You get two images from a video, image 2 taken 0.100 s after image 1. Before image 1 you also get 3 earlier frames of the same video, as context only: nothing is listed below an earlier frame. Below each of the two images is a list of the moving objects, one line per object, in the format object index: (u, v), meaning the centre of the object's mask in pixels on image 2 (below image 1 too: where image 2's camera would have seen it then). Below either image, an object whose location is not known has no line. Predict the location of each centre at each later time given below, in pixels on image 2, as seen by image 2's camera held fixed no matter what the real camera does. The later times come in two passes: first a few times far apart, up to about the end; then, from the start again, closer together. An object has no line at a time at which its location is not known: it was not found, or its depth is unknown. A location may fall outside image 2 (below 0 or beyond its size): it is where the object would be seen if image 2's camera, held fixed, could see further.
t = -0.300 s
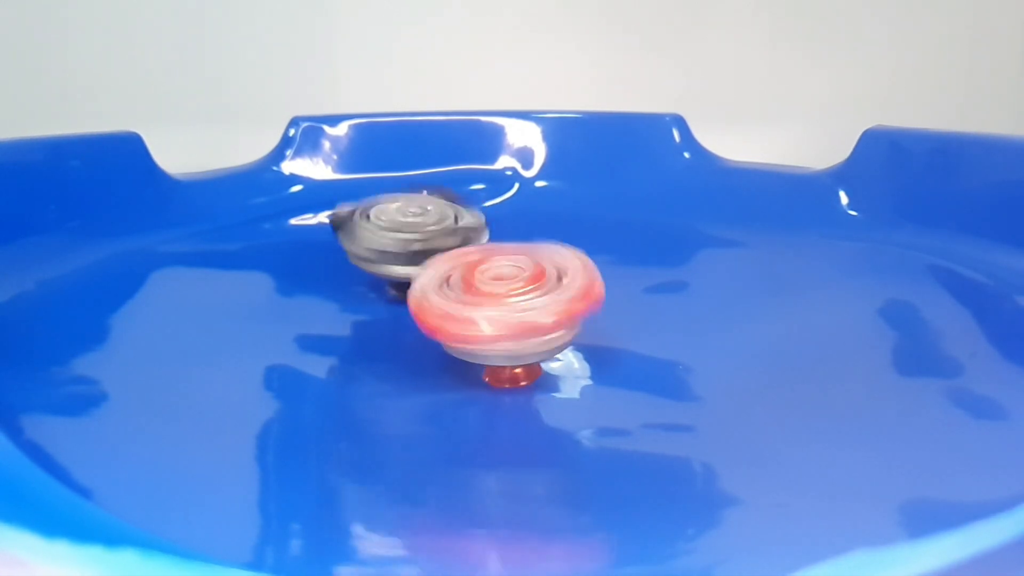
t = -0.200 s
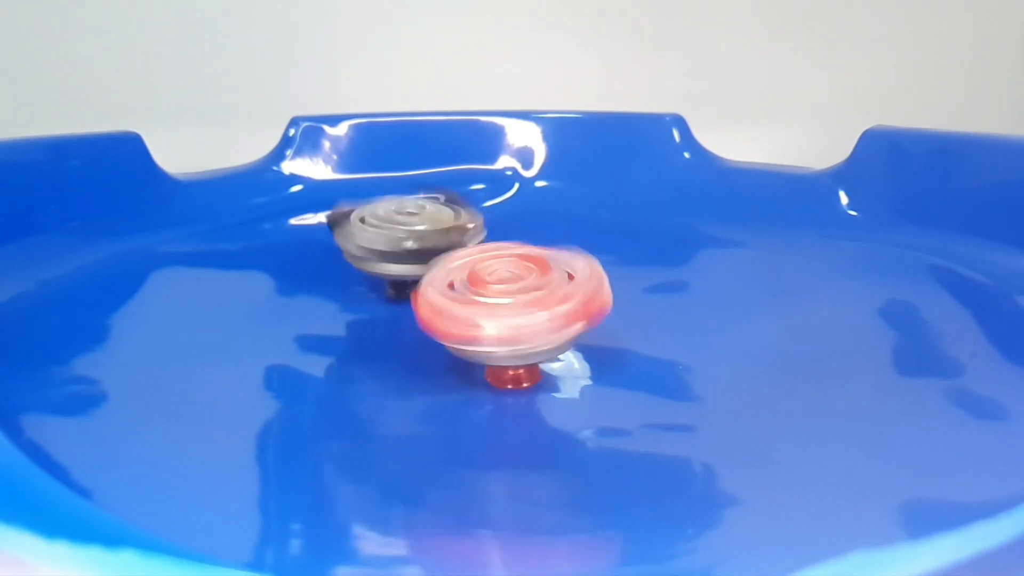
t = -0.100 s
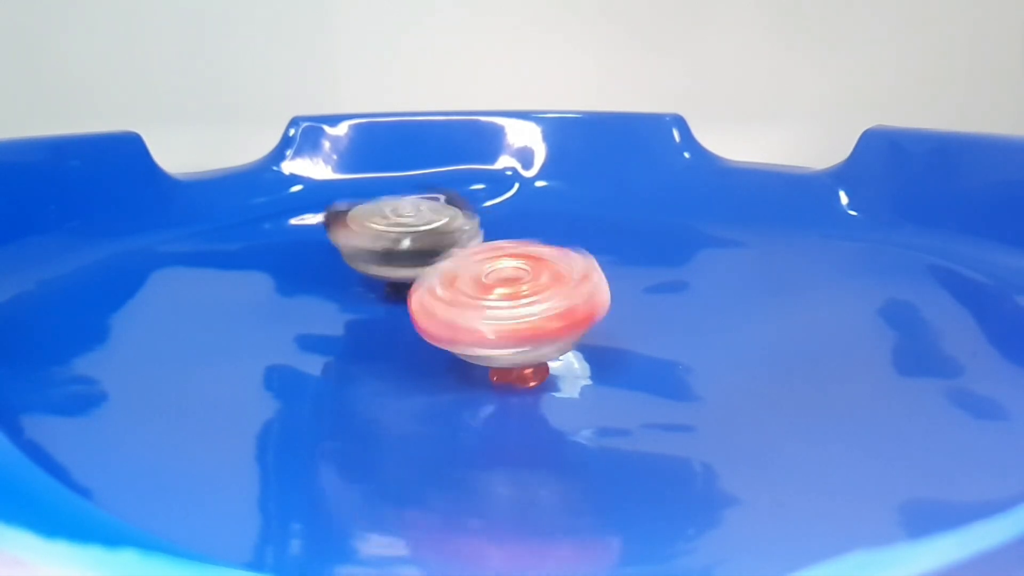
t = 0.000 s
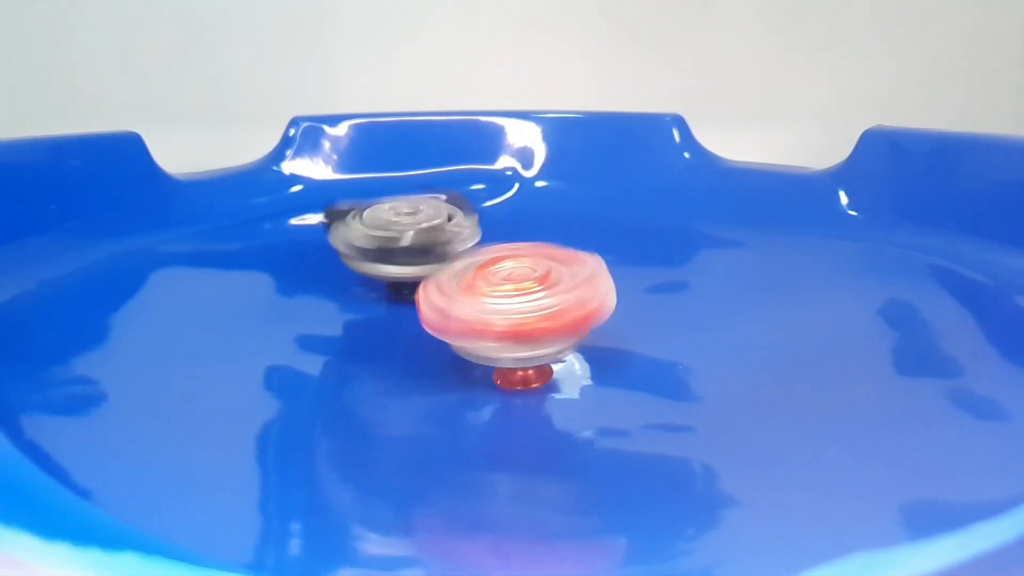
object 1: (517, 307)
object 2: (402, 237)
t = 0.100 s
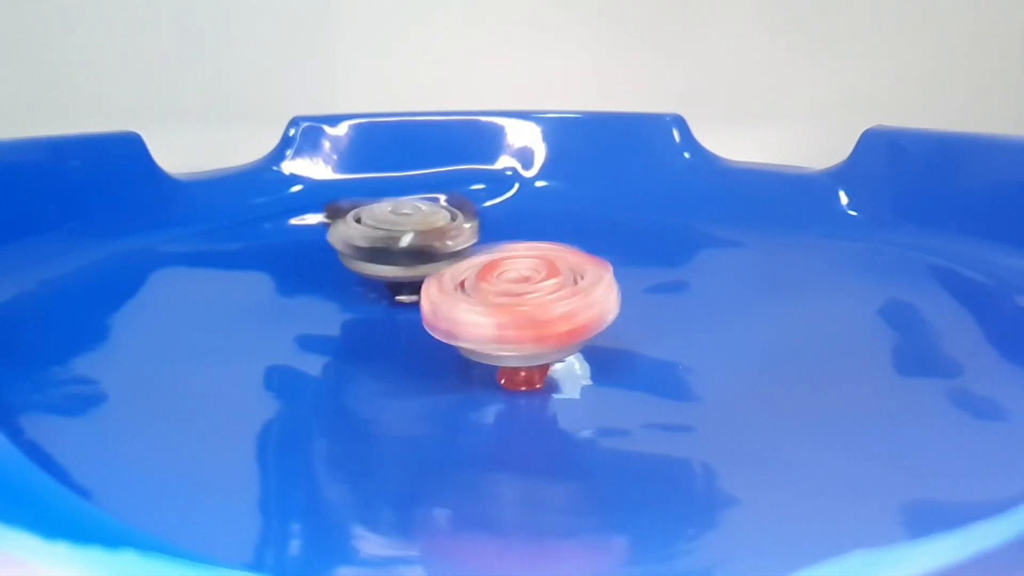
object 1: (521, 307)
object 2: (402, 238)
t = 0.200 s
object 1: (521, 307)
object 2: (401, 238)
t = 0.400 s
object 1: (531, 308)
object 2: (405, 243)
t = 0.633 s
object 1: (539, 307)
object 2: (410, 245)
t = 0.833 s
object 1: (546, 309)
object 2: (410, 249)
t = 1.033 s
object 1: (550, 308)
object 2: (414, 253)
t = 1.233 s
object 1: (554, 309)
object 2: (420, 255)
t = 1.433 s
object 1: (561, 309)
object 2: (425, 258)
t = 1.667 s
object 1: (566, 310)
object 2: (430, 262)
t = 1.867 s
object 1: (567, 310)
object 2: (437, 264)
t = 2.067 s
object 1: (568, 312)
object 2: (444, 264)
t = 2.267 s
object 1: (578, 331)
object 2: (465, 253)
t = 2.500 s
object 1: (588, 358)
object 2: (485, 241)
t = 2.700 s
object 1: (600, 378)
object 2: (493, 231)
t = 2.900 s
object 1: (622, 393)
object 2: (501, 220)
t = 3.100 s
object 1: (644, 412)
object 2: (503, 210)
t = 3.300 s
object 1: (682, 431)
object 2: (504, 204)
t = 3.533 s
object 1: (724, 447)
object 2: (503, 197)
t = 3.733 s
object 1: (774, 426)
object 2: (500, 194)
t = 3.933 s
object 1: (780, 397)
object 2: (498, 190)
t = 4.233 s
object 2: (489, 188)
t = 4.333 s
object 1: (773, 434)
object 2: (488, 186)
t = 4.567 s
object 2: (482, 185)
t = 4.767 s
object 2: (474, 185)
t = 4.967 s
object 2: (469, 187)
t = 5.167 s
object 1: (727, 400)
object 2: (459, 190)
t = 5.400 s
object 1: (704, 386)
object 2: (453, 197)
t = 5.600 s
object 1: (692, 380)
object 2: (451, 199)
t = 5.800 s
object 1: (673, 374)
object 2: (445, 207)
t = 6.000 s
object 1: (659, 364)
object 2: (444, 212)
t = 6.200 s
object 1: (642, 356)
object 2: (436, 223)
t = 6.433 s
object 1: (626, 347)
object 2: (434, 234)
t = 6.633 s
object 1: (603, 340)
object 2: (432, 244)
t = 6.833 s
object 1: (587, 334)
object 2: (438, 256)
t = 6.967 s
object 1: (568, 329)
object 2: (439, 262)
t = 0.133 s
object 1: (521, 307)
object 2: (403, 238)
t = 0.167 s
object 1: (520, 307)
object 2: (402, 239)
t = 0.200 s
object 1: (521, 307)
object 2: (401, 238)
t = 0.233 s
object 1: (524, 307)
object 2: (404, 240)
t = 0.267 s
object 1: (527, 308)
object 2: (404, 241)
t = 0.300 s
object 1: (529, 307)
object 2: (404, 241)
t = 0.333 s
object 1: (531, 307)
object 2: (407, 242)
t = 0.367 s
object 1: (531, 307)
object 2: (406, 242)
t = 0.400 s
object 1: (531, 308)
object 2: (405, 243)
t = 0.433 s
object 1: (530, 308)
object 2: (407, 242)
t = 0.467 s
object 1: (530, 307)
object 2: (406, 242)
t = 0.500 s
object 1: (534, 307)
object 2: (405, 242)
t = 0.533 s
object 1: (536, 308)
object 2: (409, 243)
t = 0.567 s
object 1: (538, 308)
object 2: (407, 243)
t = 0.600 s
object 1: (540, 308)
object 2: (408, 244)
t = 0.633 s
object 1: (539, 307)
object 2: (410, 245)
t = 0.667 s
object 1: (539, 307)
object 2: (406, 247)
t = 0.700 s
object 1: (538, 308)
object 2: (408, 247)
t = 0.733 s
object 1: (539, 308)
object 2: (409, 248)
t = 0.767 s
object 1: (541, 307)
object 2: (407, 247)
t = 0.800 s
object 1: (544, 308)
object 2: (409, 248)
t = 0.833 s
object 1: (546, 309)
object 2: (410, 249)
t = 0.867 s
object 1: (548, 308)
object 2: (410, 248)
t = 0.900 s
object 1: (548, 308)
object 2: (414, 251)
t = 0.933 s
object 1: (548, 309)
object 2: (412, 252)
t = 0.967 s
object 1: (547, 309)
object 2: (410, 250)
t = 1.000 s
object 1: (546, 309)
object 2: (415, 252)
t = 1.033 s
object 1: (550, 308)
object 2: (414, 253)
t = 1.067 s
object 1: (552, 308)
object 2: (414, 251)
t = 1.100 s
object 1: (553, 309)
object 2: (417, 252)
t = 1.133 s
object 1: (555, 309)
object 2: (418, 254)
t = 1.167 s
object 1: (555, 308)
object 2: (419, 254)
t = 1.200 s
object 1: (555, 309)
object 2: (422, 255)
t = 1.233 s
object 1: (554, 309)
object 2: (420, 255)
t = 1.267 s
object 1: (553, 310)
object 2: (420, 254)
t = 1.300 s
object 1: (556, 308)
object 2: (423, 255)
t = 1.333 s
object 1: (558, 309)
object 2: (422, 256)
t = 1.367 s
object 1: (559, 310)
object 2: (423, 256)
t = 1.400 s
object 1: (561, 309)
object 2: (425, 257)
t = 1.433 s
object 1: (561, 309)
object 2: (425, 258)
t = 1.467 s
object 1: (560, 309)
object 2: (426, 258)
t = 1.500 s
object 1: (559, 310)
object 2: (427, 260)
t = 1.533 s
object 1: (559, 310)
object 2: (426, 259)
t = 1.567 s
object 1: (560, 309)
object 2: (427, 260)
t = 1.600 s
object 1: (563, 309)
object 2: (429, 261)
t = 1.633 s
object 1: (564, 310)
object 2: (429, 262)
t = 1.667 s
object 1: (566, 310)
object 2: (430, 262)
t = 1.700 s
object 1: (566, 310)
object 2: (432, 263)
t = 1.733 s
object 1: (565, 310)
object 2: (432, 264)
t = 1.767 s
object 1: (565, 310)
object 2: (435, 263)
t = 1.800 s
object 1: (563, 311)
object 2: (435, 263)
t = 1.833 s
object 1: (564, 310)
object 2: (434, 264)
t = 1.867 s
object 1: (567, 310)
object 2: (437, 264)
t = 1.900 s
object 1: (567, 310)
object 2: (438, 265)
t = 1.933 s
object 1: (569, 311)
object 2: (438, 266)
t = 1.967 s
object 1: (570, 311)
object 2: (440, 266)
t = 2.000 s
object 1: (569, 311)
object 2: (440, 266)
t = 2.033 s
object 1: (568, 311)
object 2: (441, 266)
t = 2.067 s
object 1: (568, 312)
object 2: (444, 264)
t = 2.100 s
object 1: (567, 312)
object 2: (445, 264)
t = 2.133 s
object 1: (569, 314)
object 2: (449, 264)
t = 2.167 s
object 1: (570, 317)
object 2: (450, 262)
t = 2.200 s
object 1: (573, 323)
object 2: (458, 259)
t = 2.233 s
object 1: (576, 326)
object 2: (464, 257)
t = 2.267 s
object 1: (578, 331)
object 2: (465, 253)
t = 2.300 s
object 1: (580, 334)
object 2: (466, 252)
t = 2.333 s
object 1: (579, 336)
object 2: (472, 250)
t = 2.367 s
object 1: (579, 338)
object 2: (475, 250)
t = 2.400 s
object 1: (579, 343)
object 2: (476, 249)
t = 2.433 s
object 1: (581, 349)
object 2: (478, 247)
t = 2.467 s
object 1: (584, 355)
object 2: (483, 244)
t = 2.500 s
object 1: (588, 358)
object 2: (485, 241)
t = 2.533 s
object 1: (591, 359)
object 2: (486, 238)
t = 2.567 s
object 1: (592, 363)
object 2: (486, 237)
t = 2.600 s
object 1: (596, 364)
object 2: (491, 237)
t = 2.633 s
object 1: (597, 368)
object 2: (493, 237)
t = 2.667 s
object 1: (599, 373)
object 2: (492, 234)
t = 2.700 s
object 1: (600, 378)
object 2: (493, 231)
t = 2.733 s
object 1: (602, 380)
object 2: (496, 229)
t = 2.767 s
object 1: (603, 383)
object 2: (496, 225)
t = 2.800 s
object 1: (606, 385)
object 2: (497, 223)
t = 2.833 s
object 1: (611, 388)
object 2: (500, 222)
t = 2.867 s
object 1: (615, 390)
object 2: (501, 221)
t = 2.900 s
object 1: (622, 393)
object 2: (501, 220)
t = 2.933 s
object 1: (627, 399)
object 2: (501, 217)
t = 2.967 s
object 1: (634, 399)
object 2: (504, 215)
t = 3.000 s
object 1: (635, 400)
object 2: (503, 215)
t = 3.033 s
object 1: (637, 403)
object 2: (503, 212)
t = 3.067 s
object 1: (640, 407)
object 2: (501, 210)
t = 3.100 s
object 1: (644, 412)
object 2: (503, 210)
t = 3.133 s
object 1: (649, 416)
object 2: (504, 210)
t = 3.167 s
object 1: (654, 421)
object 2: (503, 209)
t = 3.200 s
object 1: (663, 422)
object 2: (504, 208)
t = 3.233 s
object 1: (667, 423)
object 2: (505, 207)
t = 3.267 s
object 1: (674, 426)
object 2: (505, 204)
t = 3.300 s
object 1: (682, 431)
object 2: (504, 204)
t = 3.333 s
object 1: (691, 434)
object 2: (503, 202)
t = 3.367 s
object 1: (697, 438)
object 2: (505, 201)
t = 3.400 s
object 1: (704, 442)
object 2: (505, 201)
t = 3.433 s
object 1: (708, 442)
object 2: (503, 201)
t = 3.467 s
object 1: (711, 444)
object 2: (502, 200)
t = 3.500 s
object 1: (717, 446)
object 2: (503, 198)
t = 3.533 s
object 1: (724, 447)
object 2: (503, 197)
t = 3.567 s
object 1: (736, 444)
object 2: (502, 196)
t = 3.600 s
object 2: (502, 195)
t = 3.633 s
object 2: (503, 194)
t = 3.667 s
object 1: (765, 437)
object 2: (502, 195)
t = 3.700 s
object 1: (773, 430)
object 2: (500, 194)
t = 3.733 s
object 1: (774, 426)
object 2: (500, 194)
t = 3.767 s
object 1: (776, 422)
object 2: (502, 192)
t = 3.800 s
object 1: (778, 417)
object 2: (502, 192)
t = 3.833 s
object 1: (777, 414)
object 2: (498, 192)
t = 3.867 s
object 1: (778, 412)
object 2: (498, 191)
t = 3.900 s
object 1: (778, 405)
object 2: (499, 190)
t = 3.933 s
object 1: (780, 397)
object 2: (498, 190)
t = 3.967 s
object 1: (780, 394)
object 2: (497, 189)
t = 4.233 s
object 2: (489, 188)
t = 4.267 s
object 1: (769, 421)
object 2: (489, 188)
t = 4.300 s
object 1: (771, 430)
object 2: (489, 187)
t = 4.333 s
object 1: (773, 434)
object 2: (488, 186)
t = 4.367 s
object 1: (773, 435)
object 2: (487, 186)
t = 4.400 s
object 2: (487, 186)
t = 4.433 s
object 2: (486, 186)
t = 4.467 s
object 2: (485, 186)
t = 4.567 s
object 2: (482, 185)
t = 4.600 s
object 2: (480, 185)
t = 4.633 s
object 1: (755, 425)
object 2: (478, 185)
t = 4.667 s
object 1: (753, 419)
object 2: (478, 185)
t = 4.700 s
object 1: (753, 414)
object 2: (476, 187)
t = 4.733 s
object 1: (752, 411)
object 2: (476, 186)
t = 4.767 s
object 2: (474, 185)
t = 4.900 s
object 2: (470, 186)
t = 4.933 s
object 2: (471, 186)
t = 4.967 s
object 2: (469, 187)
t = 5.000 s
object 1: (732, 401)
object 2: (466, 188)
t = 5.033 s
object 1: (730, 403)
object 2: (464, 188)
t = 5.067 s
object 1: (728, 405)
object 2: (464, 188)
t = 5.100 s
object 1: (729, 403)
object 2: (462, 189)
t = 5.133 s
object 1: (727, 402)
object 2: (461, 190)
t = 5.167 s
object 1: (727, 400)
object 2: (459, 190)
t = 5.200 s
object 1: (725, 400)
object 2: (459, 192)
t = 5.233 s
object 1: (723, 397)
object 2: (457, 193)
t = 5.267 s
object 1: (719, 395)
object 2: (455, 193)
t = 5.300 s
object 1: (716, 393)
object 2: (455, 194)
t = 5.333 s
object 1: (711, 391)
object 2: (455, 194)
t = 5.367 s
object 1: (709, 389)
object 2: (455, 196)
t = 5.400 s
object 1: (704, 386)
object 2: (453, 197)
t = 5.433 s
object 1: (701, 385)
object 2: (452, 196)
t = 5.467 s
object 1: (698, 386)
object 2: (453, 197)
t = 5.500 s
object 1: (698, 384)
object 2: (452, 198)
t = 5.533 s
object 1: (695, 384)
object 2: (450, 198)
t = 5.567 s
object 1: (695, 382)
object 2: (450, 199)
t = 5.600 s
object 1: (692, 380)
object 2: (451, 199)
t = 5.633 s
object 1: (691, 377)
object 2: (450, 201)
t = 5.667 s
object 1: (687, 376)
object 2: (448, 202)
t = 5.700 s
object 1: (683, 376)
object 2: (447, 204)
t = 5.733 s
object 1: (678, 375)
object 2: (448, 204)
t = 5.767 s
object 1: (676, 375)
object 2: (447, 205)
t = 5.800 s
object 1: (673, 374)
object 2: (445, 207)
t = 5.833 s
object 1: (670, 371)
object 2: (443, 207)
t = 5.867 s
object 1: (666, 371)
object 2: (444, 208)
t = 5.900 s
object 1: (667, 369)
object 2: (444, 209)
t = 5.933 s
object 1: (665, 367)
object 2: (441, 212)
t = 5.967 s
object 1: (662, 365)
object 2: (441, 210)
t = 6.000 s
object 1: (659, 364)
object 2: (444, 212)
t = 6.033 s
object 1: (658, 363)
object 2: (440, 215)
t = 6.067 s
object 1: (654, 361)
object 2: (438, 216)
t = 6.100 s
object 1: (651, 360)
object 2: (437, 218)
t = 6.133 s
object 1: (647, 359)
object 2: (439, 219)
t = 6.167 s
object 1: (644, 357)
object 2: (438, 221)
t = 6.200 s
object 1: (642, 356)
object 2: (436, 223)
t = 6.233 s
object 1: (638, 354)
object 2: (433, 224)
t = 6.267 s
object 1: (636, 353)
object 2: (436, 225)
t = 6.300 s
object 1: (636, 352)
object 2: (434, 227)
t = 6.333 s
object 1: (633, 351)
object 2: (433, 229)
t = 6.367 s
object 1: (630, 350)
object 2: (432, 231)
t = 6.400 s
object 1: (627, 348)
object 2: (435, 232)
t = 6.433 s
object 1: (626, 347)
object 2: (434, 234)
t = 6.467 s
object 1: (621, 346)
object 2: (433, 236)
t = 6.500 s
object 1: (616, 345)
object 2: (432, 236)
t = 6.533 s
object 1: (613, 344)
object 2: (434, 239)
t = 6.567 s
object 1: (610, 343)
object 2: (433, 241)
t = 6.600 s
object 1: (607, 342)
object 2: (433, 242)
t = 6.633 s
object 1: (603, 340)
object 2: (432, 244)
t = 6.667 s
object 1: (601, 340)
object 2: (434, 247)
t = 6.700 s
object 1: (599, 339)
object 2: (434, 248)
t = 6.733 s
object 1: (596, 337)
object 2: (435, 251)
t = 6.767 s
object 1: (592, 336)
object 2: (434, 253)
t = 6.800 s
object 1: (590, 335)
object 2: (437, 255)
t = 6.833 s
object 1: (587, 334)
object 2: (438, 256)
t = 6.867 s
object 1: (582, 333)
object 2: (438, 258)
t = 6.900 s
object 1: (577, 332)
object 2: (436, 259)
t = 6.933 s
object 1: (572, 331)
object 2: (438, 260)
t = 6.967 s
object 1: (568, 329)
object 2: (439, 262)
